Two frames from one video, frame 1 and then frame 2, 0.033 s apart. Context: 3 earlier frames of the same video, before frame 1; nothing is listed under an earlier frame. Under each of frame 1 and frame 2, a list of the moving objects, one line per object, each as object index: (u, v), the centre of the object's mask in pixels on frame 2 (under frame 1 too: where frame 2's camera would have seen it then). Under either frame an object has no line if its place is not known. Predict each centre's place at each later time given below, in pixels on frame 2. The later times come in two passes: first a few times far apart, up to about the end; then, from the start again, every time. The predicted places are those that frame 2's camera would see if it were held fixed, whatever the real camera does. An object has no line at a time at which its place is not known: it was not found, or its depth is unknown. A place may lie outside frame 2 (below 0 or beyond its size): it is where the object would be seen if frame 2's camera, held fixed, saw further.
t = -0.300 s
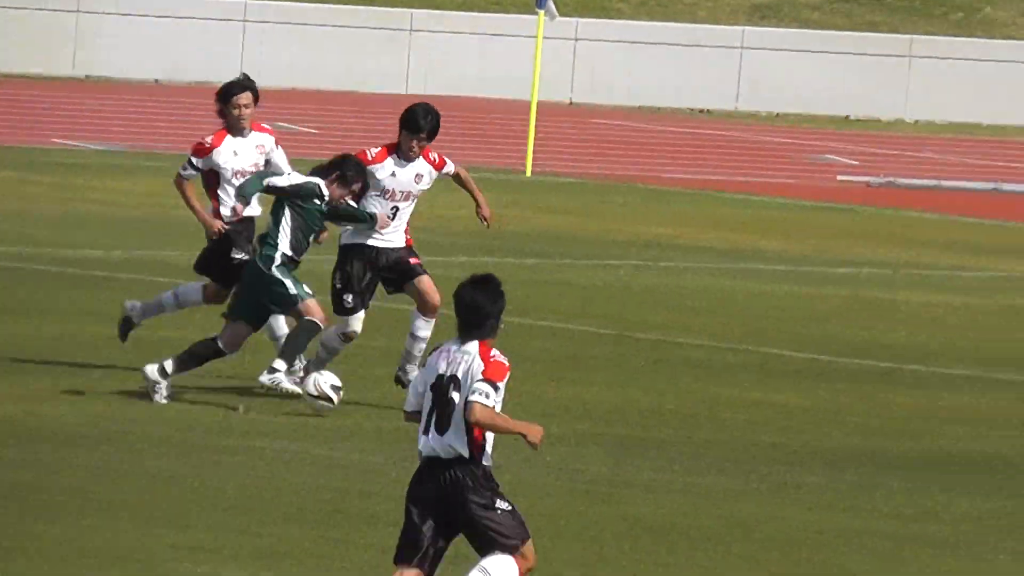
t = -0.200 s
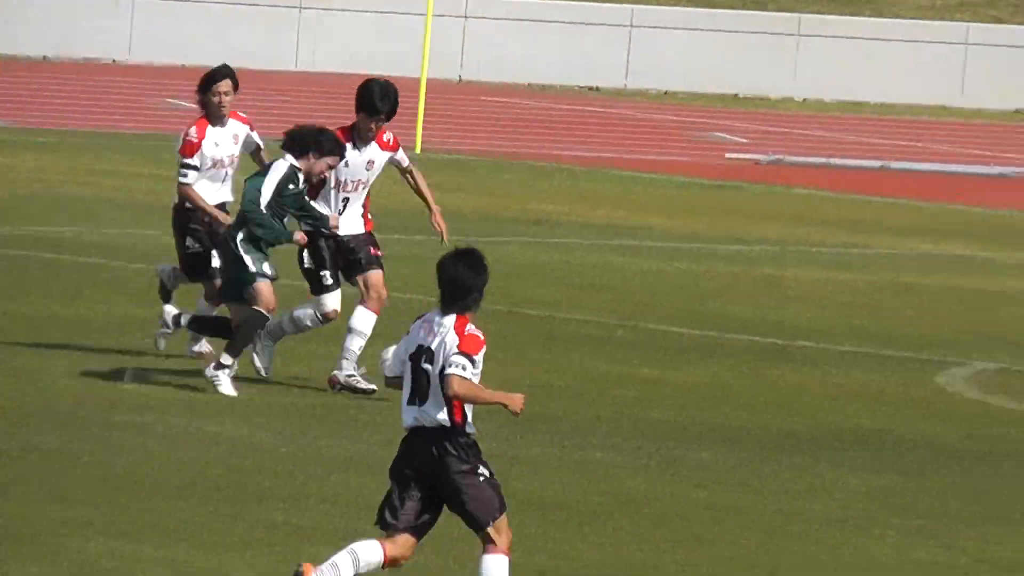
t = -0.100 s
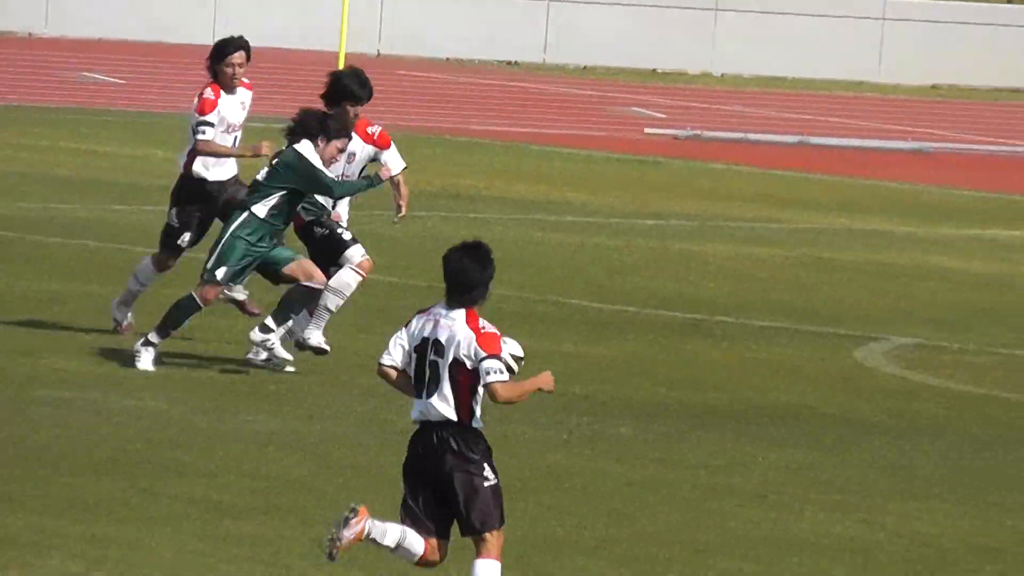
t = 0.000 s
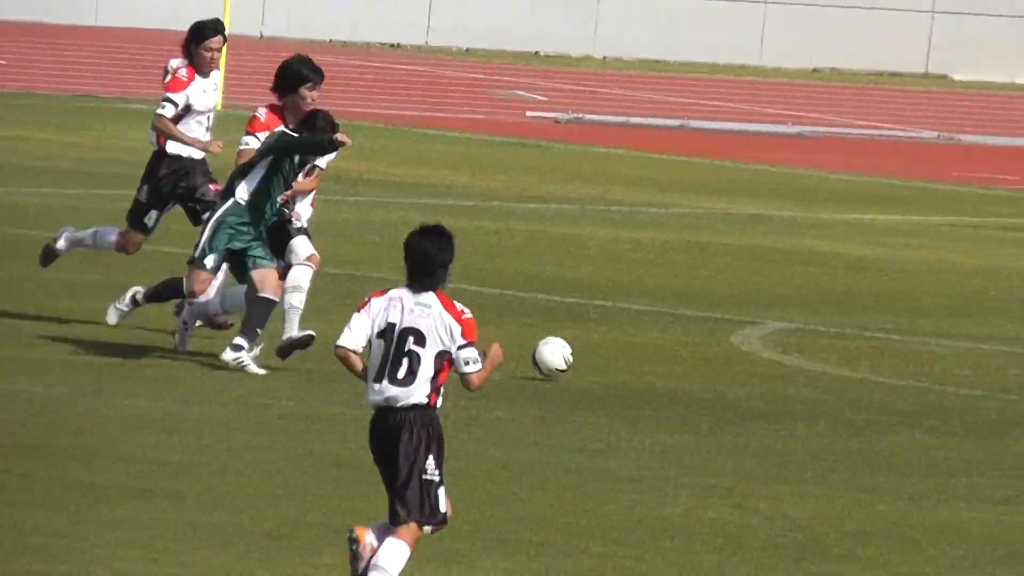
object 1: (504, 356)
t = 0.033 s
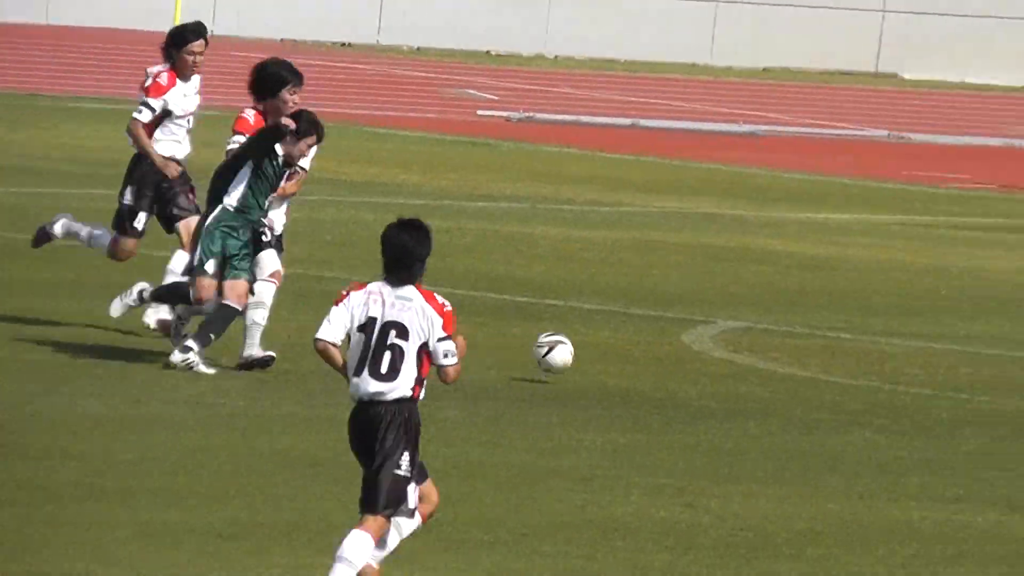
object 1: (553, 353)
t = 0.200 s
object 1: (799, 366)
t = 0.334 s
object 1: (983, 386)
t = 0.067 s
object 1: (603, 351)
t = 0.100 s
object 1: (653, 350)
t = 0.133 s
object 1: (701, 353)
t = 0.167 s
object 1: (750, 358)
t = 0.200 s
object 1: (799, 366)
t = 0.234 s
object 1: (848, 376)
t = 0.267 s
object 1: (897, 386)
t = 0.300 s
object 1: (940, 387)
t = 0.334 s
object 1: (983, 386)
